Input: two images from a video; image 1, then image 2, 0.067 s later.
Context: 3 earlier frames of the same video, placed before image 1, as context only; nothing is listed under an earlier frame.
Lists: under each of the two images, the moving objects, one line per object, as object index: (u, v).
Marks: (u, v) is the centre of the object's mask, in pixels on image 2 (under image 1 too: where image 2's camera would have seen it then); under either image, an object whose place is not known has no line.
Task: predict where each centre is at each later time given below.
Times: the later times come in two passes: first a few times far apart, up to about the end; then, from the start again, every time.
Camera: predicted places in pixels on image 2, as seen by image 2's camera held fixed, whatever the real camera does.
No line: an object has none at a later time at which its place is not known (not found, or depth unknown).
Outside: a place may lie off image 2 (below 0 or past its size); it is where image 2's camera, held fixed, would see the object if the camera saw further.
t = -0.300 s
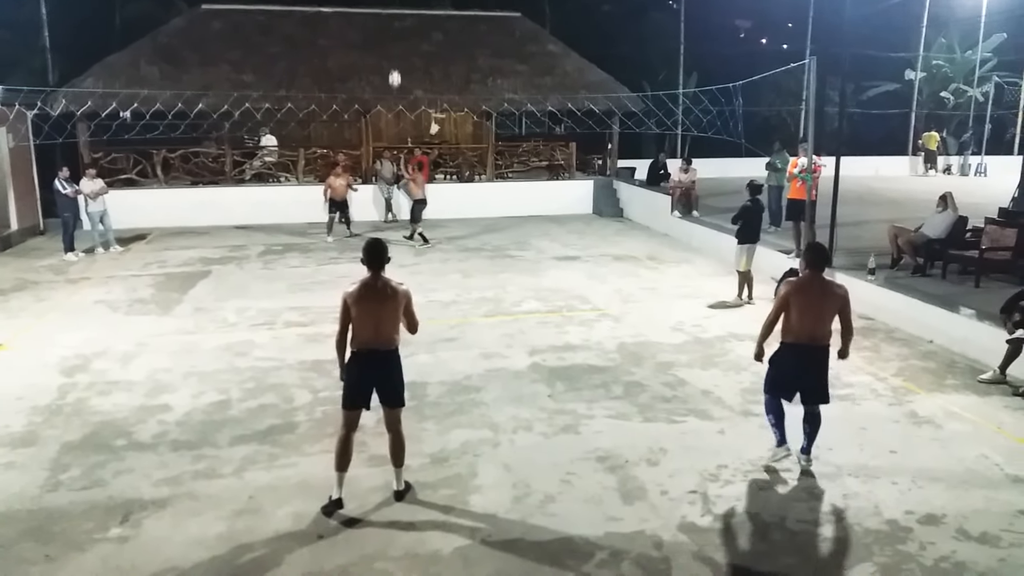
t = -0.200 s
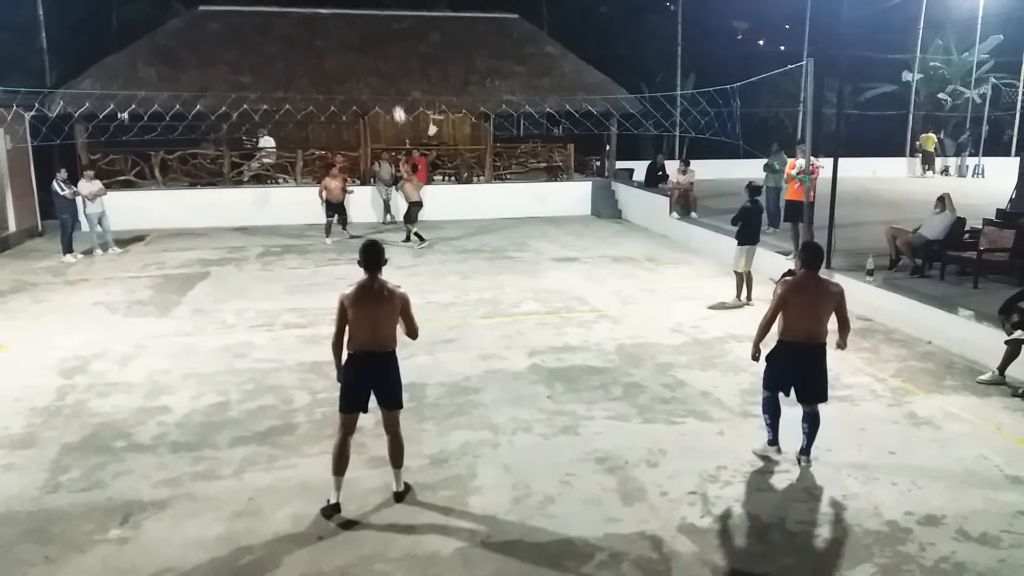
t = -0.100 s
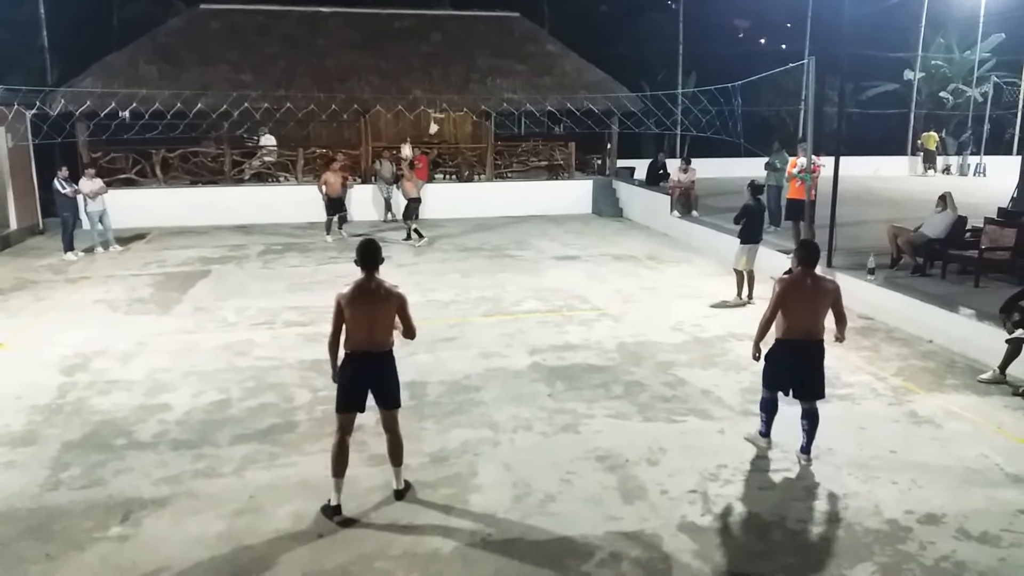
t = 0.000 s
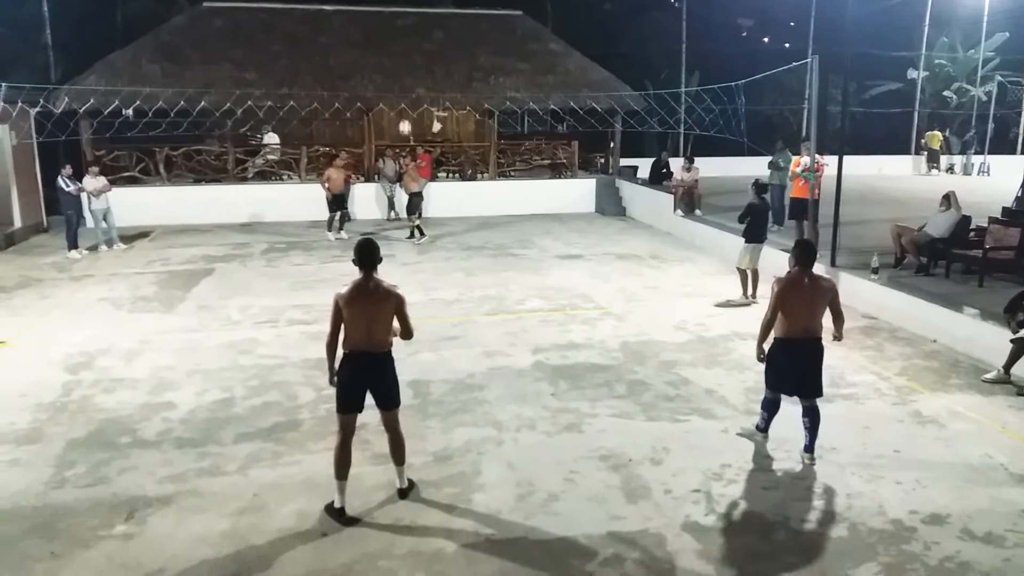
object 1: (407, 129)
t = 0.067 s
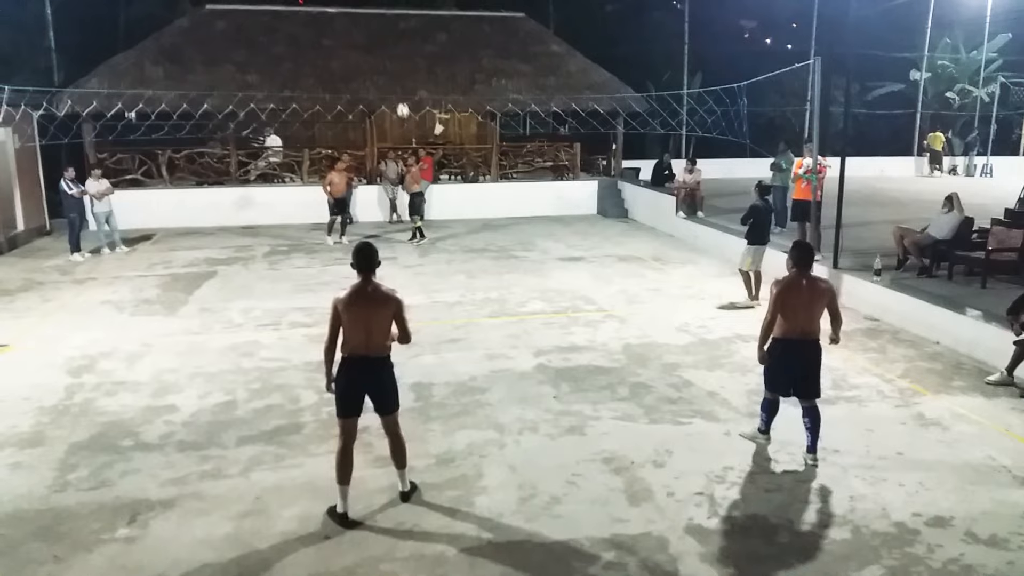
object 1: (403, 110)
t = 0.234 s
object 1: (392, 70)
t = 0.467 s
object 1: (378, 38)
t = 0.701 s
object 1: (363, 35)
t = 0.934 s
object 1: (350, 66)
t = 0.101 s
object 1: (400, 101)
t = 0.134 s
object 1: (398, 92)
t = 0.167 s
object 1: (396, 85)
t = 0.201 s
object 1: (394, 77)
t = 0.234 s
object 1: (392, 70)
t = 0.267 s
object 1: (390, 64)
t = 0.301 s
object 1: (388, 58)
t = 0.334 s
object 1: (386, 52)
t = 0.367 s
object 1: (384, 48)
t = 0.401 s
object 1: (382, 44)
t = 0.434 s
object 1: (380, 40)
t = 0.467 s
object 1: (378, 38)
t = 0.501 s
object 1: (376, 35)
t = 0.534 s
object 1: (374, 34)
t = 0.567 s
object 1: (371, 33)
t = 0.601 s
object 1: (369, 32)
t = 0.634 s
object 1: (367, 32)
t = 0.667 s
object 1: (365, 33)
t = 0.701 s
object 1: (363, 35)
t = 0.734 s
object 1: (361, 37)
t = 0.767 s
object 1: (359, 40)
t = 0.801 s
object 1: (357, 44)
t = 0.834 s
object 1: (355, 48)
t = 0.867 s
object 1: (353, 53)
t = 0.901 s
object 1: (352, 59)
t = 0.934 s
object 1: (350, 66)
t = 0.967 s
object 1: (348, 73)
